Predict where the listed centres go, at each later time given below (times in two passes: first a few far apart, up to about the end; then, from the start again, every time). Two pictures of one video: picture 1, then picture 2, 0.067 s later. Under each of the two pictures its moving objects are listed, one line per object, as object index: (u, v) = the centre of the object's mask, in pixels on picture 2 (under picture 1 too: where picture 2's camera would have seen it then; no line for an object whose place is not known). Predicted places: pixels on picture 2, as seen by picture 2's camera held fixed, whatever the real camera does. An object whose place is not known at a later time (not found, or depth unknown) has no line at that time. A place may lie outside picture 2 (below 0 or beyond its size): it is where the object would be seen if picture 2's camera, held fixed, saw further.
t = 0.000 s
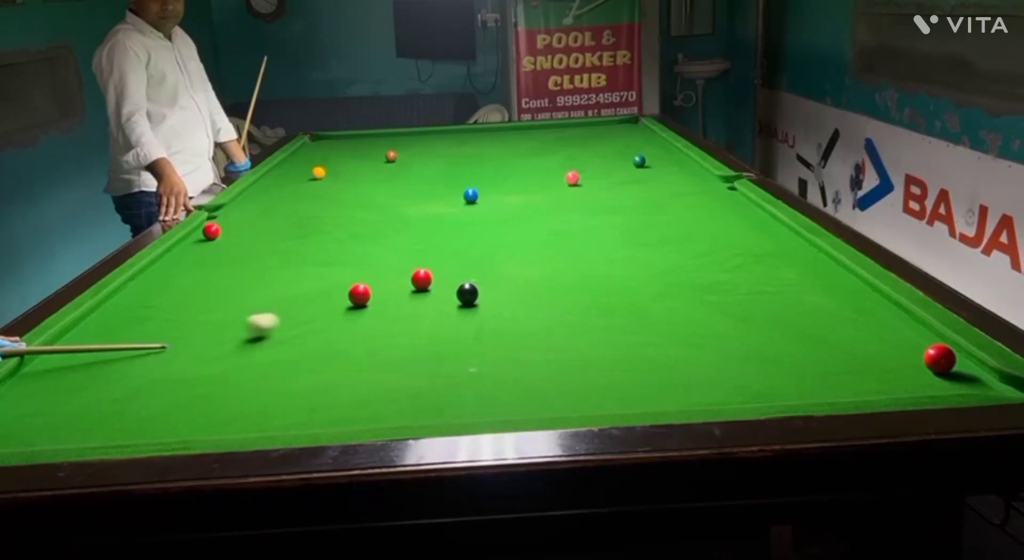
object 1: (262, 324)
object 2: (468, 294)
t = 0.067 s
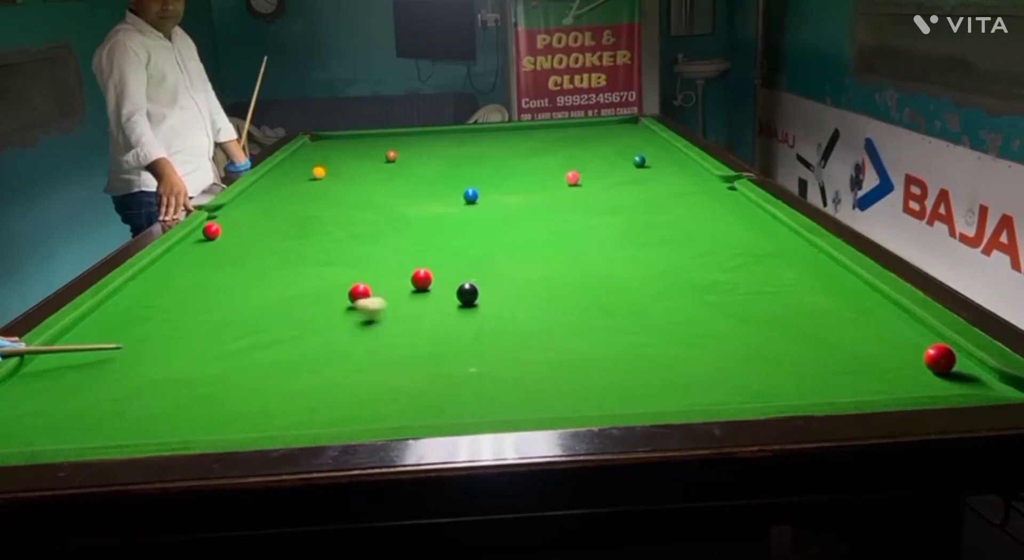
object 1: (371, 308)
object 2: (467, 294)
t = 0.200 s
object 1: (451, 303)
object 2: (547, 277)
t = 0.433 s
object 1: (460, 316)
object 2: (710, 243)
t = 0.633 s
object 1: (468, 326)
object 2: (743, 226)
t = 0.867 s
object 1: (477, 339)
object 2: (636, 224)
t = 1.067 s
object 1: (484, 350)
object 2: (553, 221)
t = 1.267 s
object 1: (492, 360)
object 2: (479, 219)
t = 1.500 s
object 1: (500, 371)
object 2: (399, 216)
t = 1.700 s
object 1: (506, 380)
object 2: (336, 214)
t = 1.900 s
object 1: (510, 388)
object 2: (277, 211)
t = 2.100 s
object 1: (515, 395)
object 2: (222, 210)
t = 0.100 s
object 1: (419, 302)
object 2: (467, 294)
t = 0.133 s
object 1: (448, 298)
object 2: (482, 291)
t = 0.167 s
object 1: (450, 301)
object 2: (516, 283)
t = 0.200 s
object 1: (451, 303)
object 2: (547, 277)
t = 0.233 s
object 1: (452, 305)
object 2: (575, 271)
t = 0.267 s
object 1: (453, 307)
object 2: (602, 265)
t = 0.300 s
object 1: (455, 308)
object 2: (626, 260)
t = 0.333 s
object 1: (456, 310)
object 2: (649, 255)
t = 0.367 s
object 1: (457, 312)
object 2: (671, 251)
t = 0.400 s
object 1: (459, 314)
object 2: (691, 247)
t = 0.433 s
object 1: (460, 316)
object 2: (710, 243)
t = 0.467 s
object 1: (461, 317)
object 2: (730, 238)
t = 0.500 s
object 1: (463, 319)
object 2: (749, 234)
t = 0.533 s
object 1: (464, 321)
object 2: (767, 230)
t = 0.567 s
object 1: (465, 323)
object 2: (782, 227)
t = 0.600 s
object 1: (467, 325)
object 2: (762, 226)
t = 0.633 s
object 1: (468, 326)
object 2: (743, 226)
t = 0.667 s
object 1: (469, 328)
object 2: (725, 226)
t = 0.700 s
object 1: (470, 330)
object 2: (710, 225)
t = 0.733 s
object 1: (472, 332)
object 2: (695, 225)
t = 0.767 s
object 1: (473, 334)
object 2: (679, 225)
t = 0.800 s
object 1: (474, 336)
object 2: (665, 224)
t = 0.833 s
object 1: (475, 337)
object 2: (650, 224)
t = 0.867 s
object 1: (477, 339)
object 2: (636, 224)
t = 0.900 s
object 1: (478, 341)
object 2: (622, 223)
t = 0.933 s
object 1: (479, 343)
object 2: (608, 222)
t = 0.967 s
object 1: (480, 344)
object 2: (594, 222)
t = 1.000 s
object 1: (482, 346)
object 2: (580, 222)
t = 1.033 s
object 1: (483, 348)
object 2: (567, 221)
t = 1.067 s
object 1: (484, 350)
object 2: (553, 221)
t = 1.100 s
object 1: (486, 351)
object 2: (541, 221)
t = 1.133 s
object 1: (487, 353)
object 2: (528, 220)
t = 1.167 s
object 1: (488, 355)
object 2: (516, 220)
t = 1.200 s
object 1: (489, 356)
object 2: (504, 220)
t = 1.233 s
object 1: (491, 358)
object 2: (492, 220)
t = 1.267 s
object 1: (492, 360)
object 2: (479, 219)
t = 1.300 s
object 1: (493, 361)
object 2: (467, 219)
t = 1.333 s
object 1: (494, 363)
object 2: (456, 218)
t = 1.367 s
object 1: (495, 365)
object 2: (444, 218)
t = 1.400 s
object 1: (496, 366)
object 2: (433, 217)
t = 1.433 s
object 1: (498, 368)
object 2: (422, 217)
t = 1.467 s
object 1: (499, 369)
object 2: (410, 217)
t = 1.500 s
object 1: (500, 371)
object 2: (399, 216)
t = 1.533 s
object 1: (501, 372)
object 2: (389, 216)
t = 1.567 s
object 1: (502, 374)
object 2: (378, 215)
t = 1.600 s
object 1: (503, 375)
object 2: (367, 215)
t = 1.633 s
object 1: (504, 377)
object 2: (356, 215)
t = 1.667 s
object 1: (505, 378)
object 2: (346, 214)
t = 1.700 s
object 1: (506, 380)
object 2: (336, 214)
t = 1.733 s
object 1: (507, 381)
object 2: (326, 213)
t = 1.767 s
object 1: (507, 382)
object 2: (316, 213)
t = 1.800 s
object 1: (508, 384)
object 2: (306, 212)
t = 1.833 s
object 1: (509, 385)
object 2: (297, 212)
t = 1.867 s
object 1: (510, 386)
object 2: (287, 212)
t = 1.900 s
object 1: (510, 388)
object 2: (277, 211)
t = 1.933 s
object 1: (511, 389)
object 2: (268, 211)
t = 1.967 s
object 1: (512, 390)
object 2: (259, 211)
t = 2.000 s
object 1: (512, 391)
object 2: (249, 210)
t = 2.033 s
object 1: (513, 393)
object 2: (241, 210)
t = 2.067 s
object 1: (514, 394)
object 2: (231, 210)
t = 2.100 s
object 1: (515, 395)
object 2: (222, 210)
